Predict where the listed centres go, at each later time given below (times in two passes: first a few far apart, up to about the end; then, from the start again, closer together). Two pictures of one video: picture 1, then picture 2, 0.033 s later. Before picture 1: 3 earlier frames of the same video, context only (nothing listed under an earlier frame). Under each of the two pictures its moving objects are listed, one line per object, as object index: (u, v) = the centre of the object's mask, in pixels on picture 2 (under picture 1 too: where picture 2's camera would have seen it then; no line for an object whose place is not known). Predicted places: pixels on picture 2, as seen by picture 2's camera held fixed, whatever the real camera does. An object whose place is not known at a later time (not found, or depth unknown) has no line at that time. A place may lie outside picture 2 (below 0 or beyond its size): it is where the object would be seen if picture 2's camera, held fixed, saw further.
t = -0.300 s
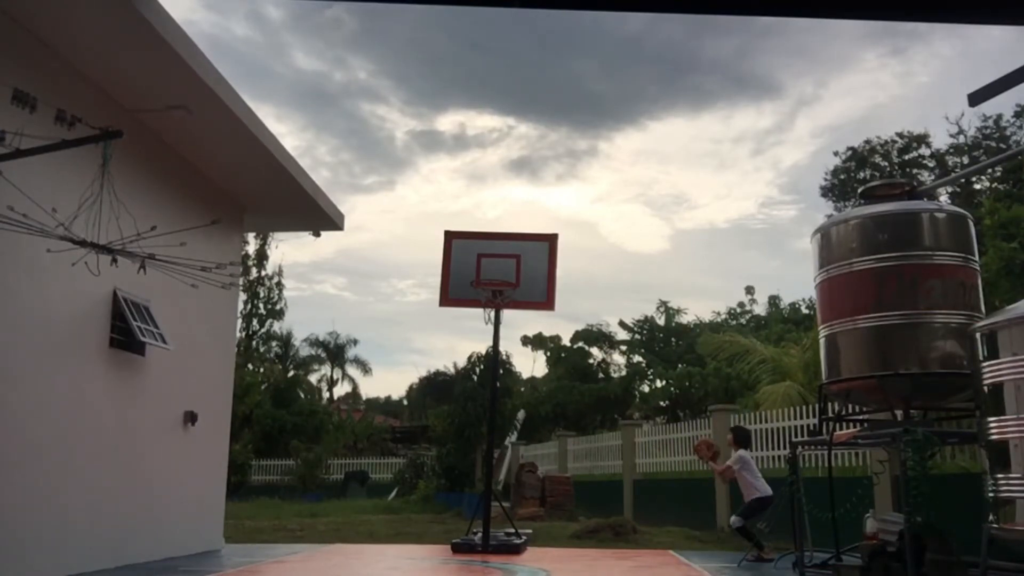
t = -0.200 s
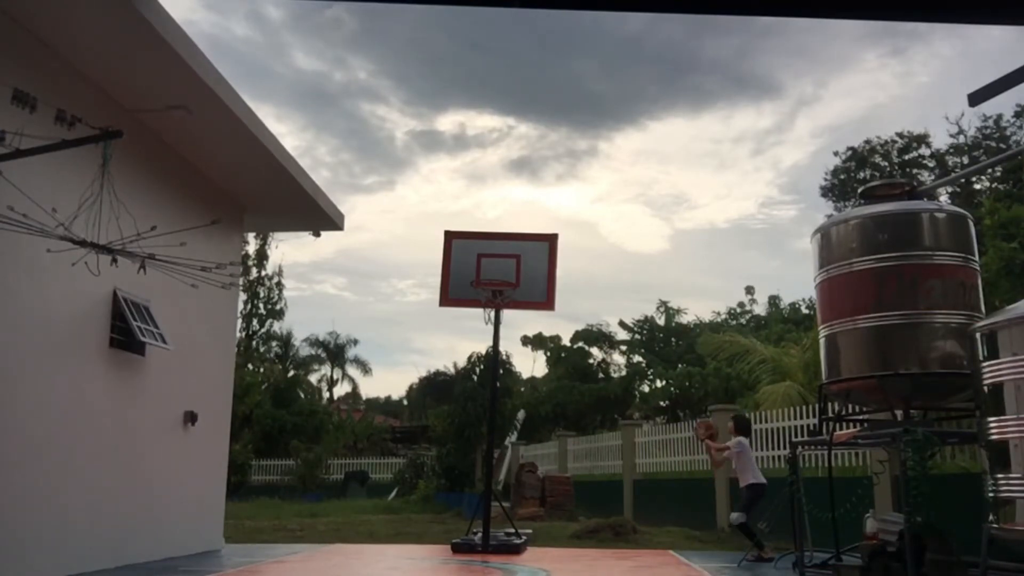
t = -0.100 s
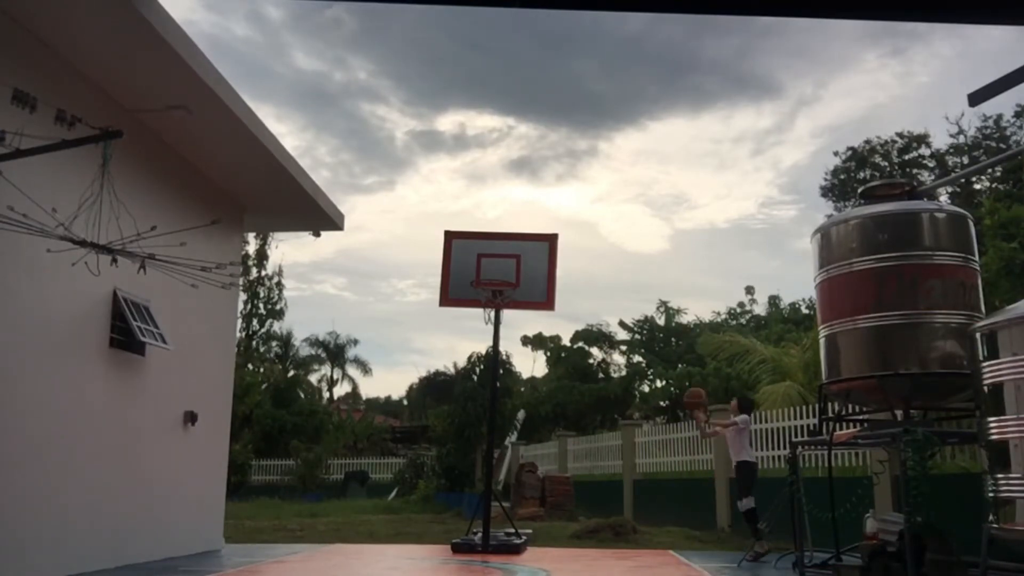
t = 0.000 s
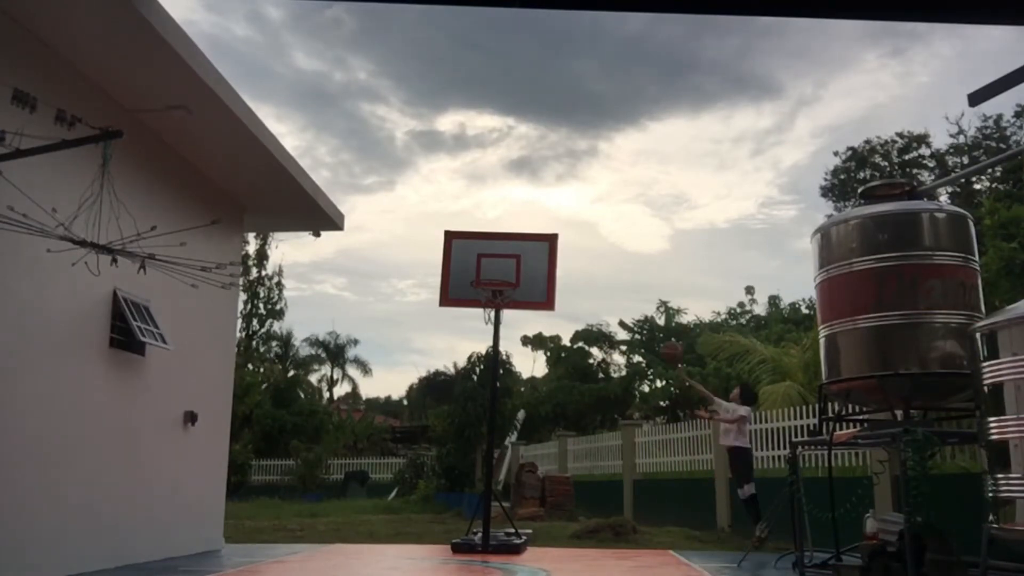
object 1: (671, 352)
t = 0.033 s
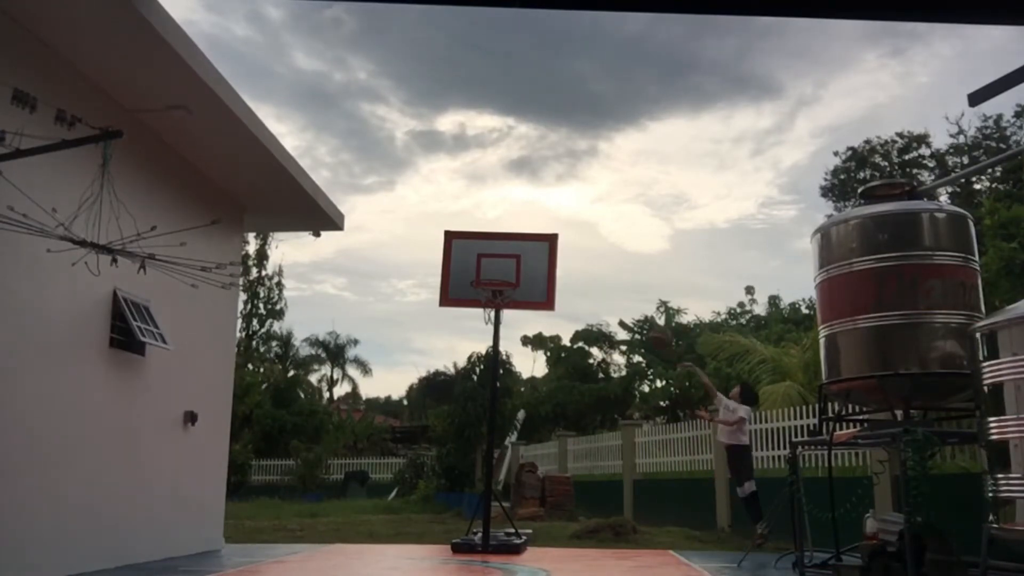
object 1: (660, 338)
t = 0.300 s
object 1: (581, 261)
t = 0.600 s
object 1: (497, 257)
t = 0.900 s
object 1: (458, 259)
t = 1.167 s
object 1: (435, 301)
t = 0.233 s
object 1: (601, 274)
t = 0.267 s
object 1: (591, 267)
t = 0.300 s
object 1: (581, 261)
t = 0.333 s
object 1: (572, 257)
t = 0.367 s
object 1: (564, 253)
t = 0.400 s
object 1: (553, 251)
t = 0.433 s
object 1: (543, 251)
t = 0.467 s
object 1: (534, 250)
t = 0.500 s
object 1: (525, 250)
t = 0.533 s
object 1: (516, 251)
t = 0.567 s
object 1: (506, 253)
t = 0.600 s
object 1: (497, 257)
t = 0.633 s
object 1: (488, 261)
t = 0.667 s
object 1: (479, 267)
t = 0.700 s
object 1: (473, 270)
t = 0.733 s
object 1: (470, 265)
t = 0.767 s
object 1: (467, 262)
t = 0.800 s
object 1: (465, 260)
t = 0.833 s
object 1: (462, 258)
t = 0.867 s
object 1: (460, 258)
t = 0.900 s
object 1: (458, 259)
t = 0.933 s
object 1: (457, 261)
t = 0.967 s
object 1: (454, 264)
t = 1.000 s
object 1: (450, 267)
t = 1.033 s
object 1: (447, 271)
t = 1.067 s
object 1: (444, 277)
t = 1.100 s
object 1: (442, 284)
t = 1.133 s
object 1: (439, 292)
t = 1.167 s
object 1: (435, 301)
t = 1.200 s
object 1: (433, 311)
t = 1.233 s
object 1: (431, 321)
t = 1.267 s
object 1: (428, 333)
